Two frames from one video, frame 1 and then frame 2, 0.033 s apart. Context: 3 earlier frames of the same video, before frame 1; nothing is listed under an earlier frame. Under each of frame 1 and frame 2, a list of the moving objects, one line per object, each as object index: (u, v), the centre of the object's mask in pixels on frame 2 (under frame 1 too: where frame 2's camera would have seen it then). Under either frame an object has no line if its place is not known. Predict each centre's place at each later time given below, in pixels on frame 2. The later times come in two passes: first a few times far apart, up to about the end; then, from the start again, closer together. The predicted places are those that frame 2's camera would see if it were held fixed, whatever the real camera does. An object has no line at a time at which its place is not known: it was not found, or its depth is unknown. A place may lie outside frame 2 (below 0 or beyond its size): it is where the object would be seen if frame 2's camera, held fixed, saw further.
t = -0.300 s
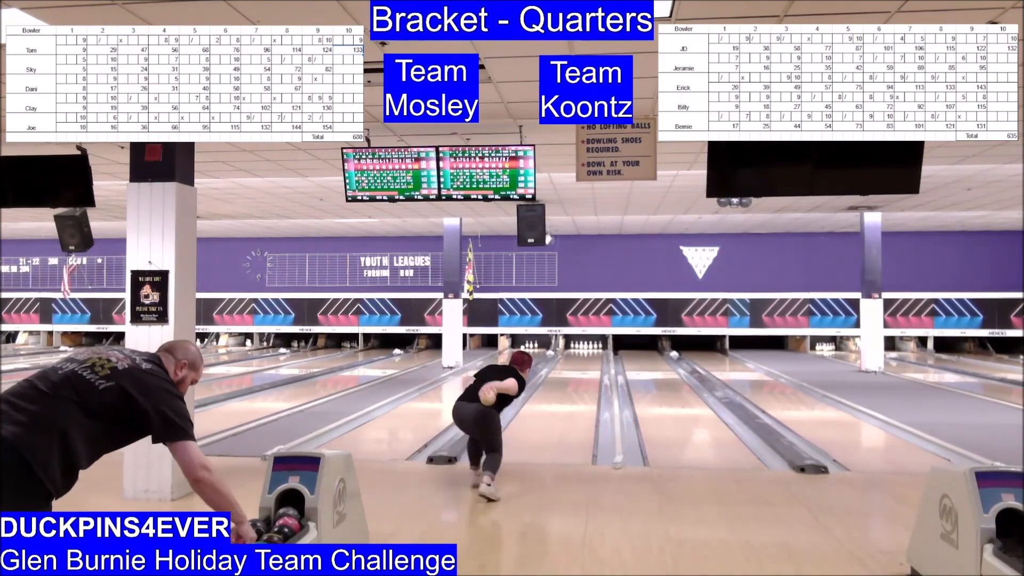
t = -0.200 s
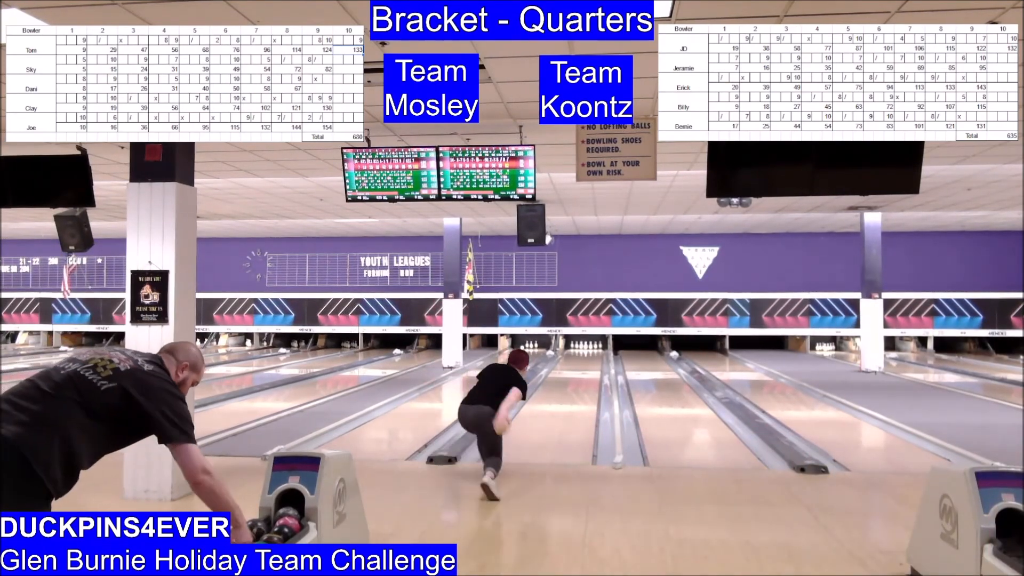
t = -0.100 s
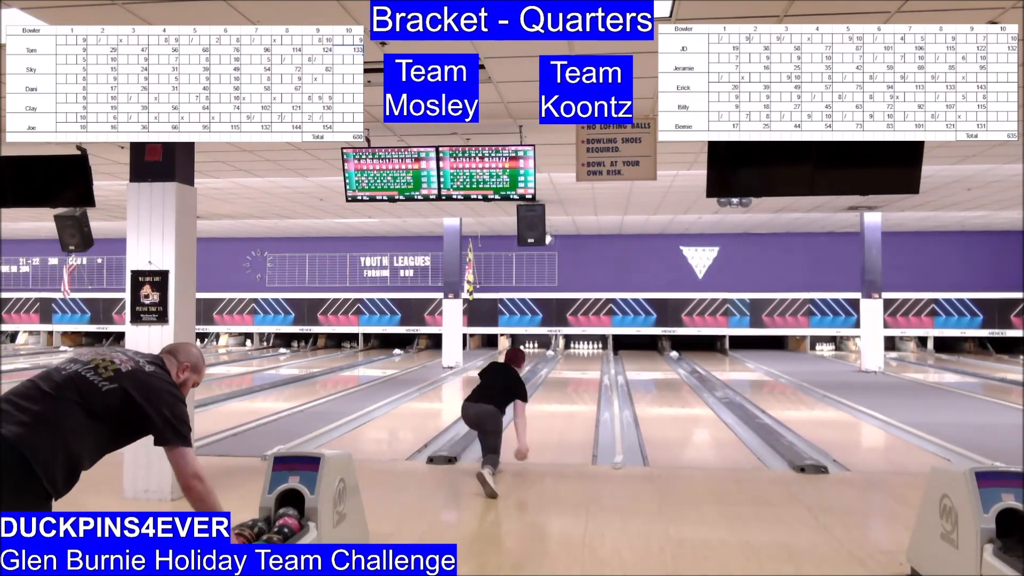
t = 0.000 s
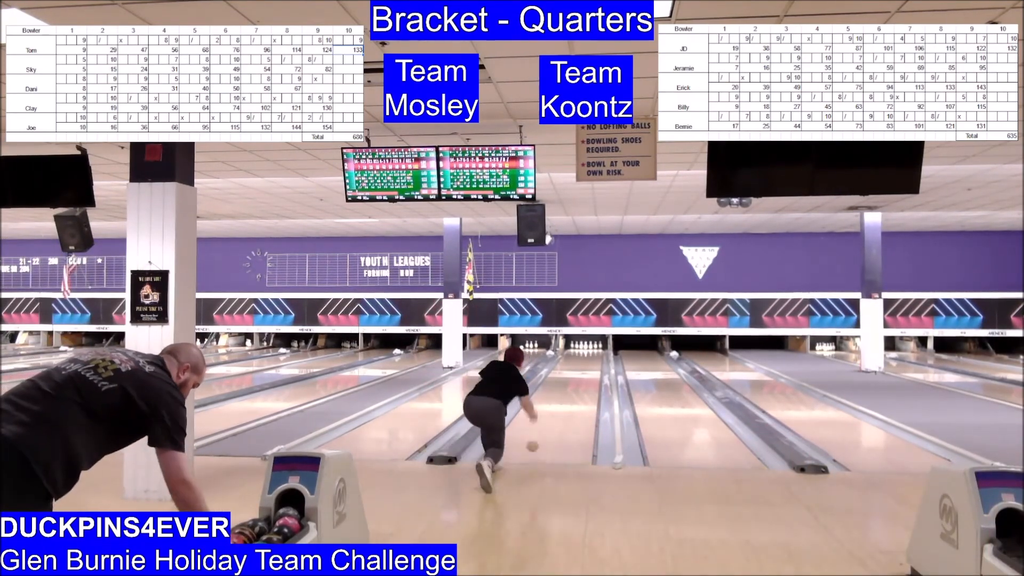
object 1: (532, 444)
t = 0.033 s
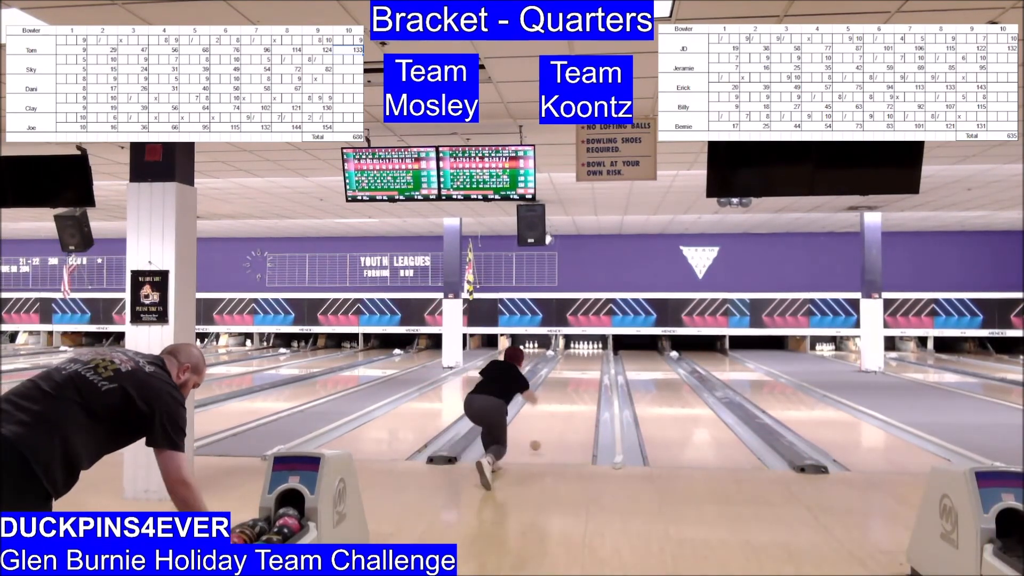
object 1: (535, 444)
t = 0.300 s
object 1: (551, 416)
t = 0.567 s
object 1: (561, 394)
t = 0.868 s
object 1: (567, 379)
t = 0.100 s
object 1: (540, 435)
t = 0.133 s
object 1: (541, 433)
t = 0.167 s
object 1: (544, 429)
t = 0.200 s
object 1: (546, 427)
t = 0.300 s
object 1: (551, 416)
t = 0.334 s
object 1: (553, 413)
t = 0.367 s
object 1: (554, 410)
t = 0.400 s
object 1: (555, 406)
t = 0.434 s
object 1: (557, 403)
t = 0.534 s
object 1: (560, 396)
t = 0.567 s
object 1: (561, 394)
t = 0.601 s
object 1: (561, 393)
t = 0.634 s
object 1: (562, 391)
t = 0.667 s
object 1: (563, 389)
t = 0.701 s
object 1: (563, 387)
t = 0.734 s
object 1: (564, 385)
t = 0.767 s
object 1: (565, 384)
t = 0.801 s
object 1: (566, 382)
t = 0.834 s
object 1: (566, 380)
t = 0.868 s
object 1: (567, 379)
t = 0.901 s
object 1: (567, 379)
